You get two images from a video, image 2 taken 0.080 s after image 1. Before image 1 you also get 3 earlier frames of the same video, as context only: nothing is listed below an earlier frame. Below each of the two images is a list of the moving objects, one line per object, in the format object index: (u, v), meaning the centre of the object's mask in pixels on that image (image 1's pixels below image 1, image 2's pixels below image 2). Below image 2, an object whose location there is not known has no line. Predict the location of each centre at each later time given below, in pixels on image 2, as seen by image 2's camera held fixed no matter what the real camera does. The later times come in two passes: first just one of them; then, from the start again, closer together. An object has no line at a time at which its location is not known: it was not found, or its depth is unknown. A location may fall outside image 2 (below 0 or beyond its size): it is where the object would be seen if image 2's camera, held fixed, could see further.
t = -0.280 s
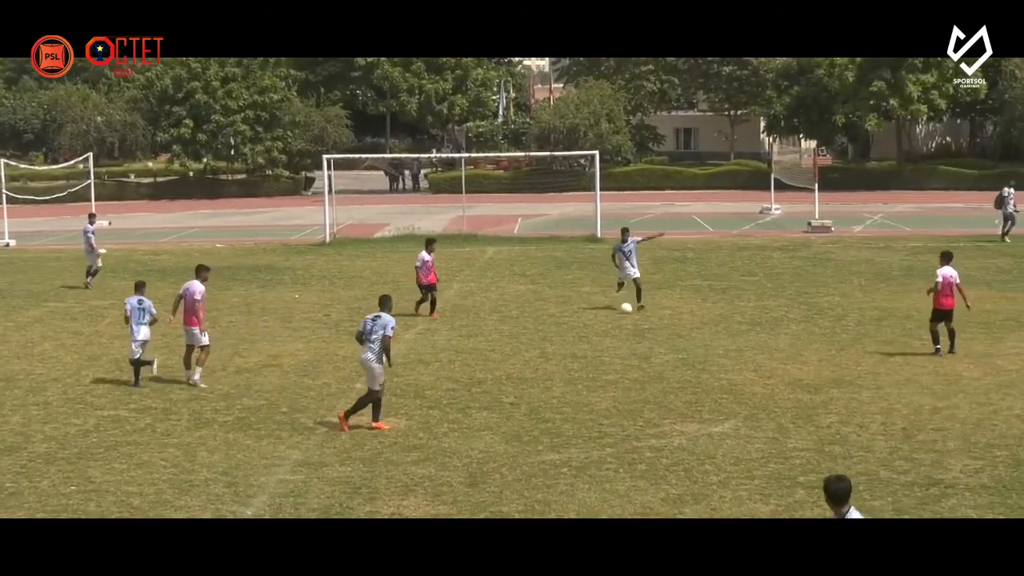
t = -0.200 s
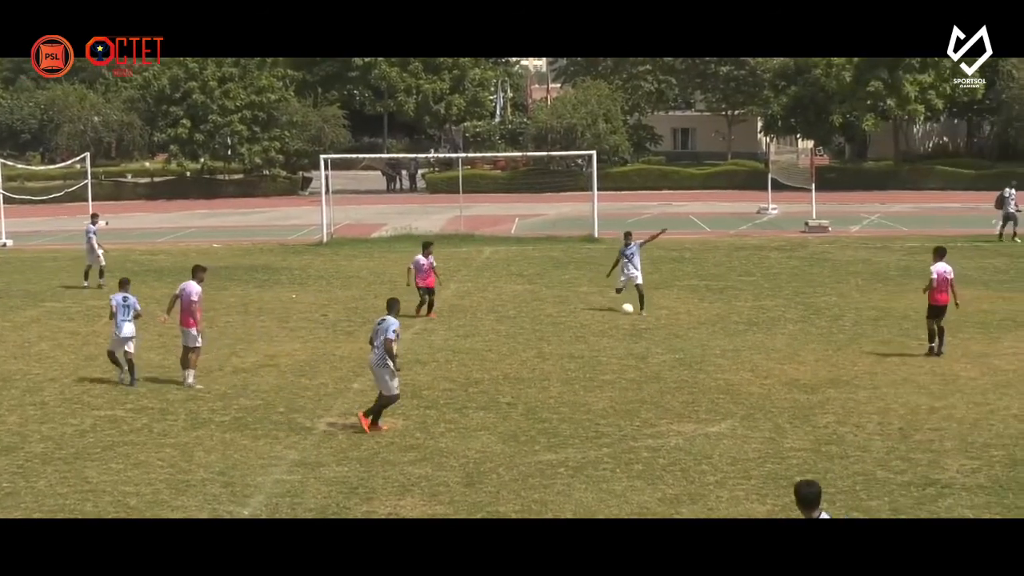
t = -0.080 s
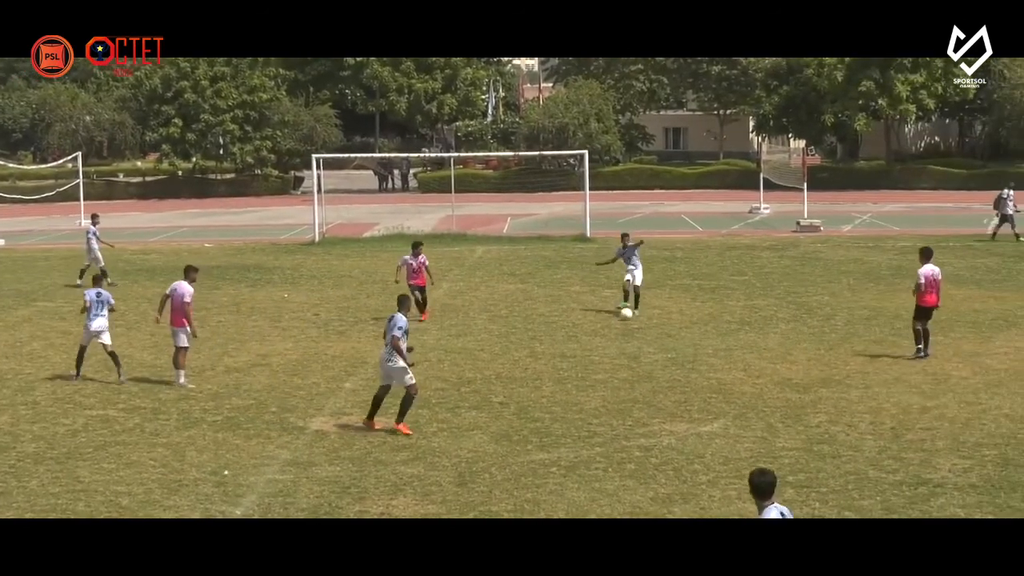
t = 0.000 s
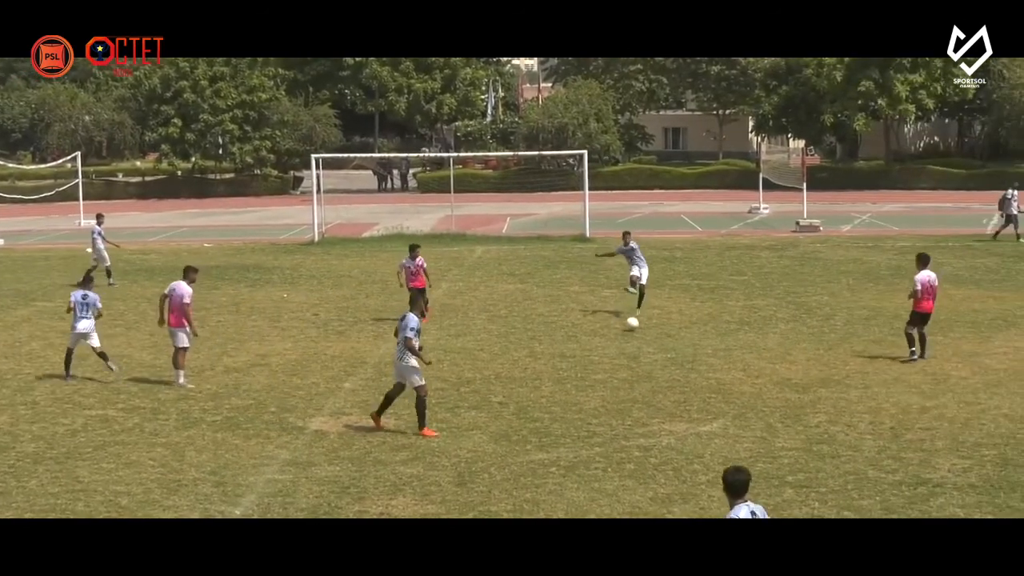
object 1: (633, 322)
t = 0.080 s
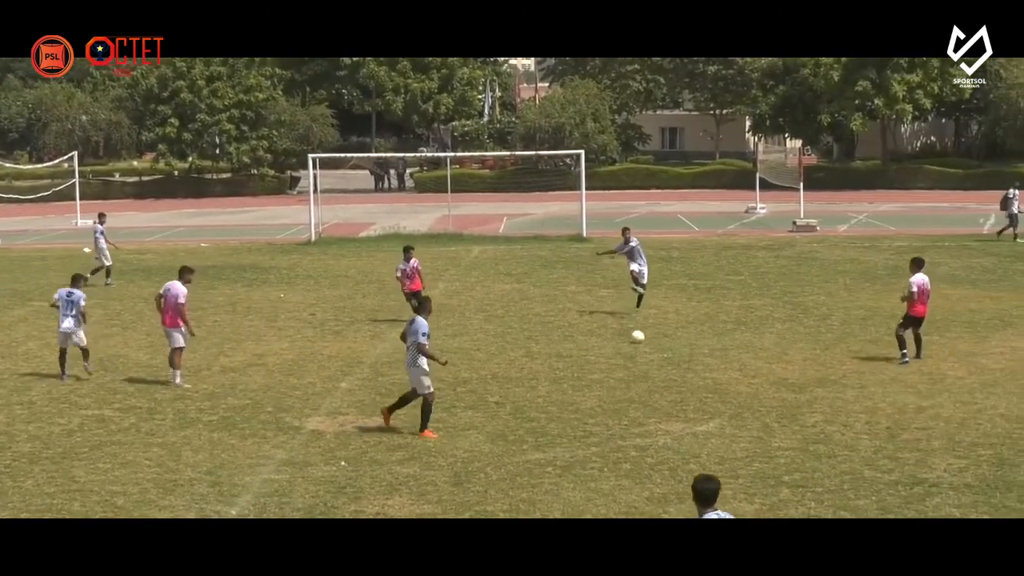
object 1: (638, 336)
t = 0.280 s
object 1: (661, 351)
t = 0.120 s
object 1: (643, 340)
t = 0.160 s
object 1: (646, 342)
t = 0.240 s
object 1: (655, 346)
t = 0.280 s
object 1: (661, 351)
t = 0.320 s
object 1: (667, 357)
